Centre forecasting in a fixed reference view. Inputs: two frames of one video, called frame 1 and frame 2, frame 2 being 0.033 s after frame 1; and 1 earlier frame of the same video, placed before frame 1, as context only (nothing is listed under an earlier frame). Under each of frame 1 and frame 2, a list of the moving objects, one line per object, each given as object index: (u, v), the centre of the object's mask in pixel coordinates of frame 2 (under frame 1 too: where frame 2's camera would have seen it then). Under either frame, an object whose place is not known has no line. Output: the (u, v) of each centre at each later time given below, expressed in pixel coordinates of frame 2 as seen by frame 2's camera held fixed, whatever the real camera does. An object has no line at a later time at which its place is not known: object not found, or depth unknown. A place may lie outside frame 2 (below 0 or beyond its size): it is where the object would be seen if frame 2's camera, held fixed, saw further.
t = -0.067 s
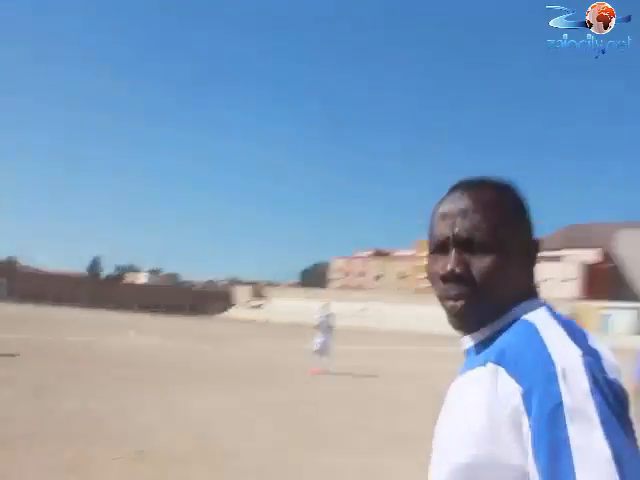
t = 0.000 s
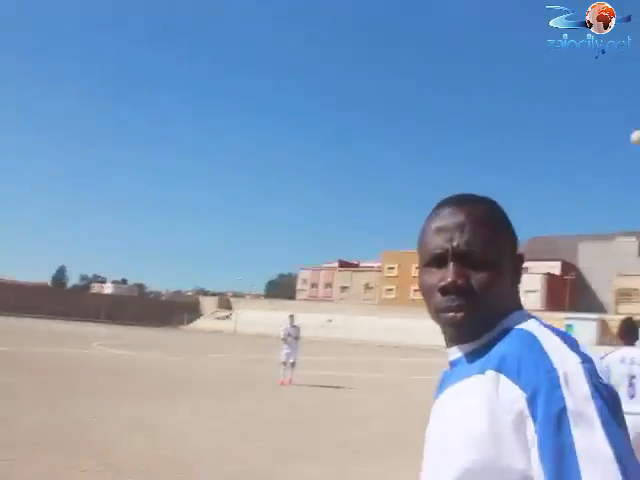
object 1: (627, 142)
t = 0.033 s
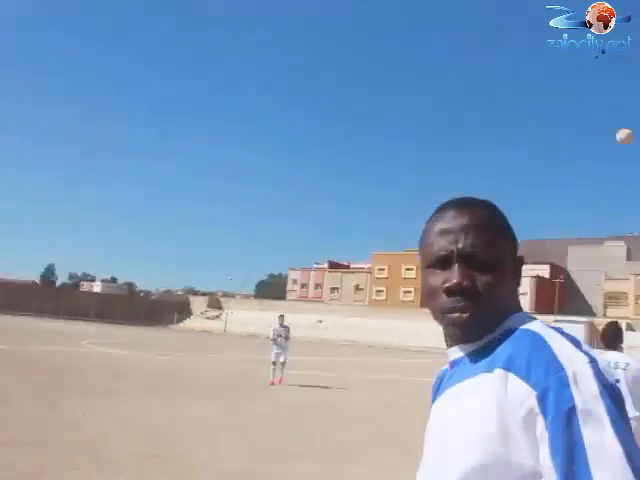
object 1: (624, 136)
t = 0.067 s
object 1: (619, 131)
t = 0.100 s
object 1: (616, 128)
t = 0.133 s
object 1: (611, 123)
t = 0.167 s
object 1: (606, 119)
